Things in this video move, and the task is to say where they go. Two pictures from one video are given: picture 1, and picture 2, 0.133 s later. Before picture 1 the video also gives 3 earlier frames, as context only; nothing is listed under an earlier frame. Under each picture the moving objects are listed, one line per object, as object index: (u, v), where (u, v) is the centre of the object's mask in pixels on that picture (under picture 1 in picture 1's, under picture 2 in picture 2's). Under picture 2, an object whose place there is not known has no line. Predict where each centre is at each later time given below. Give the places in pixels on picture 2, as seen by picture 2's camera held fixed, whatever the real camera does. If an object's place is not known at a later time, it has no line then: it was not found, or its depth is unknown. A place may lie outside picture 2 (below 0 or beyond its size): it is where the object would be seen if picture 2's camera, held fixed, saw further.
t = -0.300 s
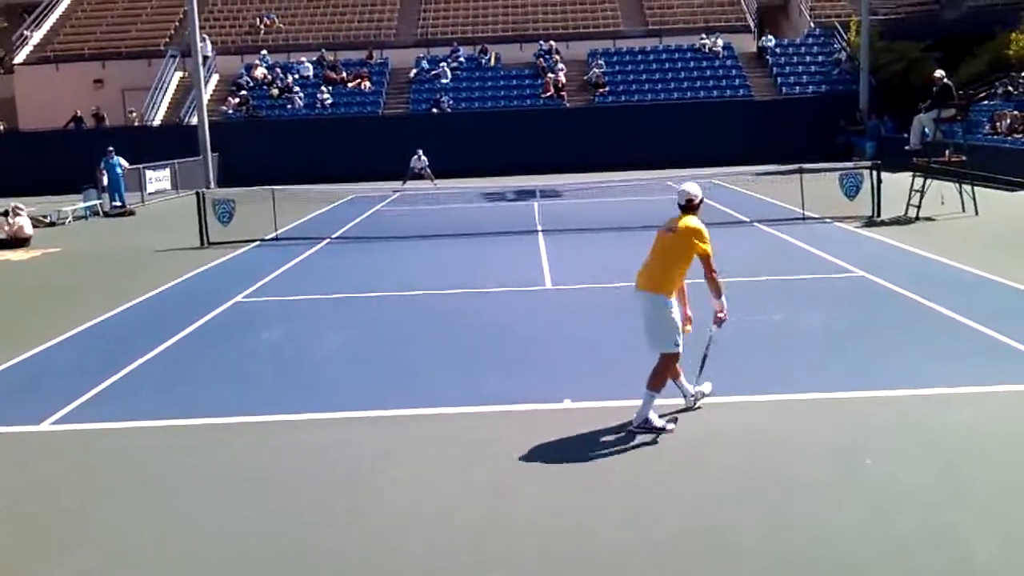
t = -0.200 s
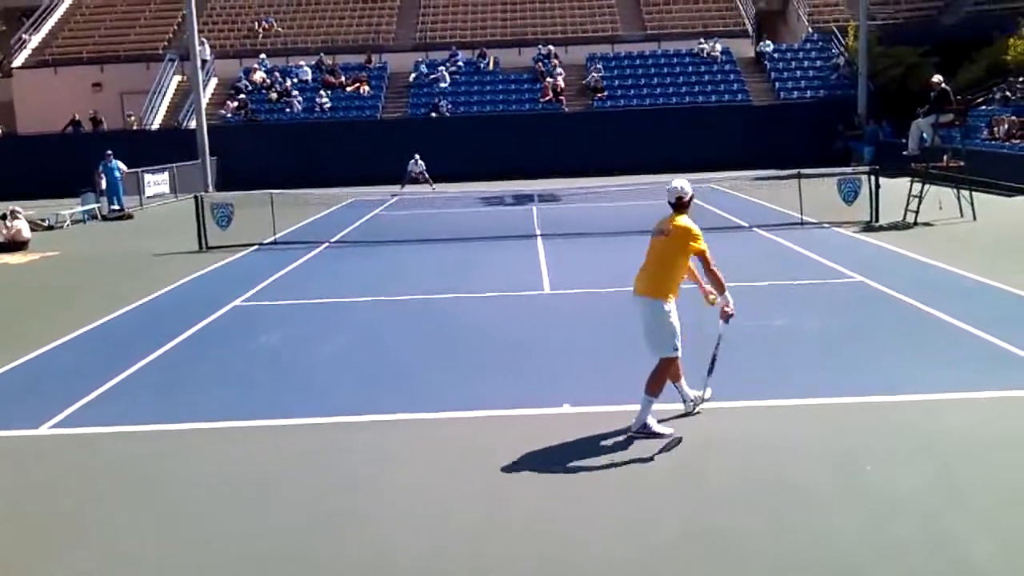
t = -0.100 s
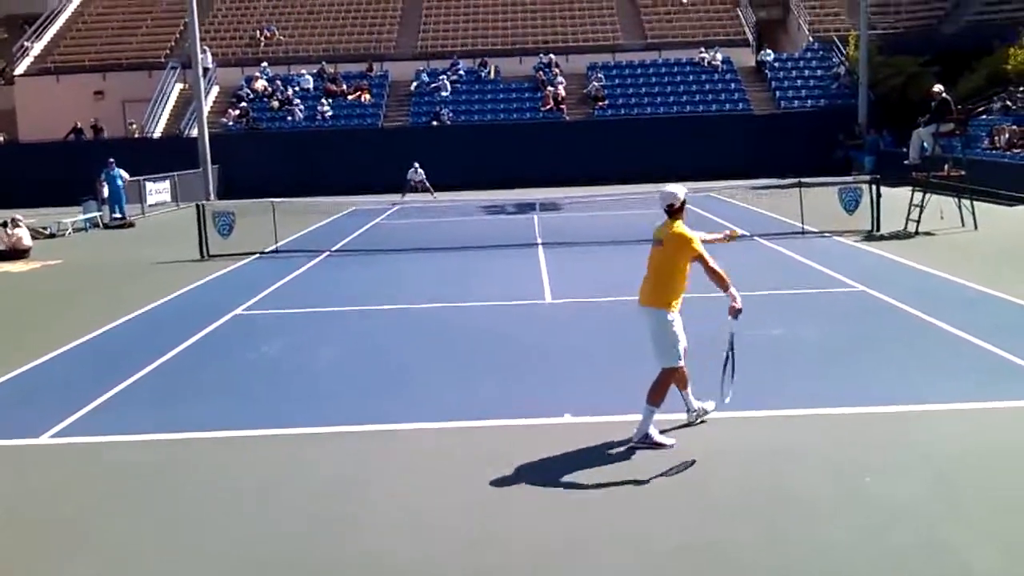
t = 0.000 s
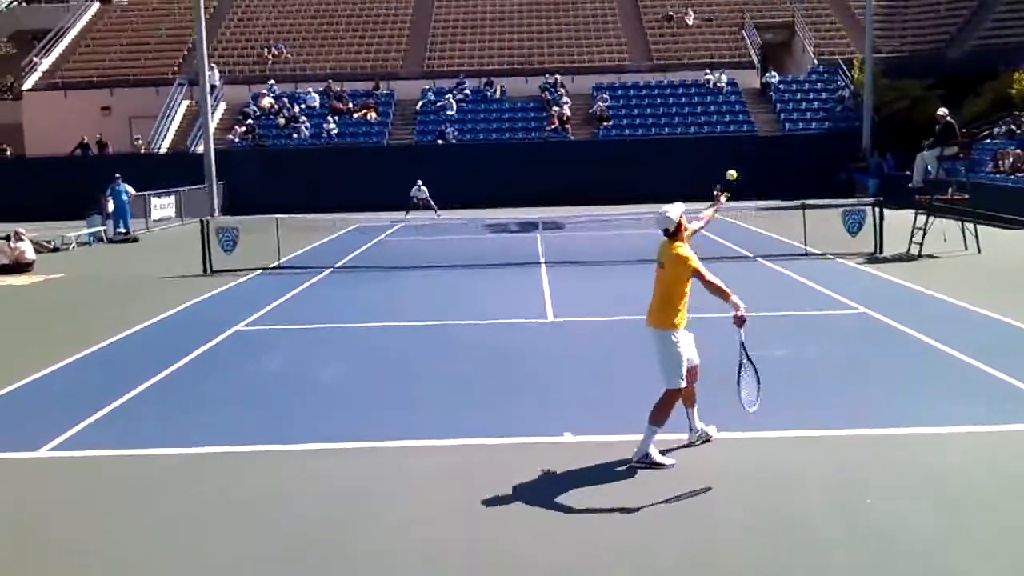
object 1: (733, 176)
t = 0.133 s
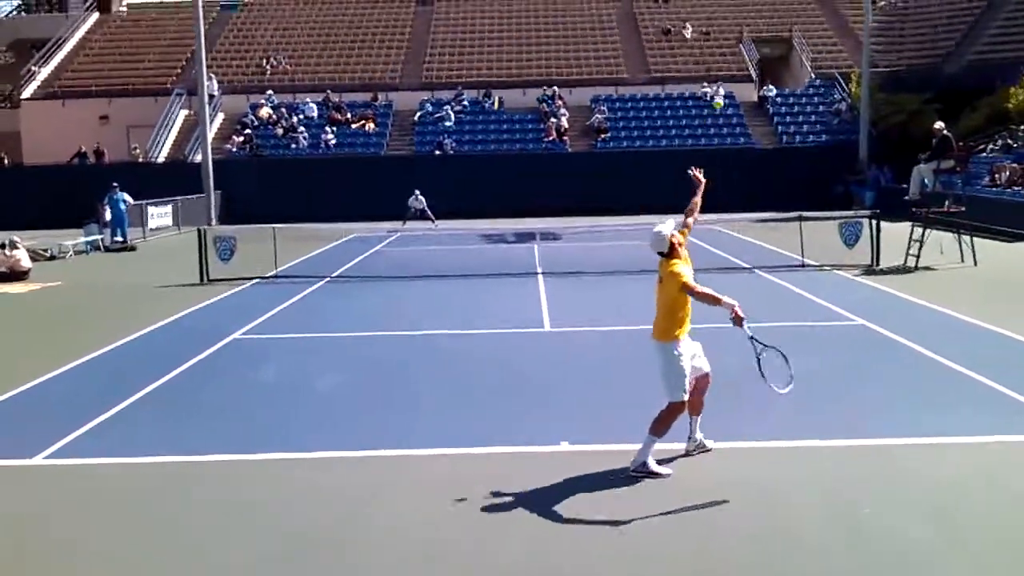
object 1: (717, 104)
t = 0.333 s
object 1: (702, 22)
